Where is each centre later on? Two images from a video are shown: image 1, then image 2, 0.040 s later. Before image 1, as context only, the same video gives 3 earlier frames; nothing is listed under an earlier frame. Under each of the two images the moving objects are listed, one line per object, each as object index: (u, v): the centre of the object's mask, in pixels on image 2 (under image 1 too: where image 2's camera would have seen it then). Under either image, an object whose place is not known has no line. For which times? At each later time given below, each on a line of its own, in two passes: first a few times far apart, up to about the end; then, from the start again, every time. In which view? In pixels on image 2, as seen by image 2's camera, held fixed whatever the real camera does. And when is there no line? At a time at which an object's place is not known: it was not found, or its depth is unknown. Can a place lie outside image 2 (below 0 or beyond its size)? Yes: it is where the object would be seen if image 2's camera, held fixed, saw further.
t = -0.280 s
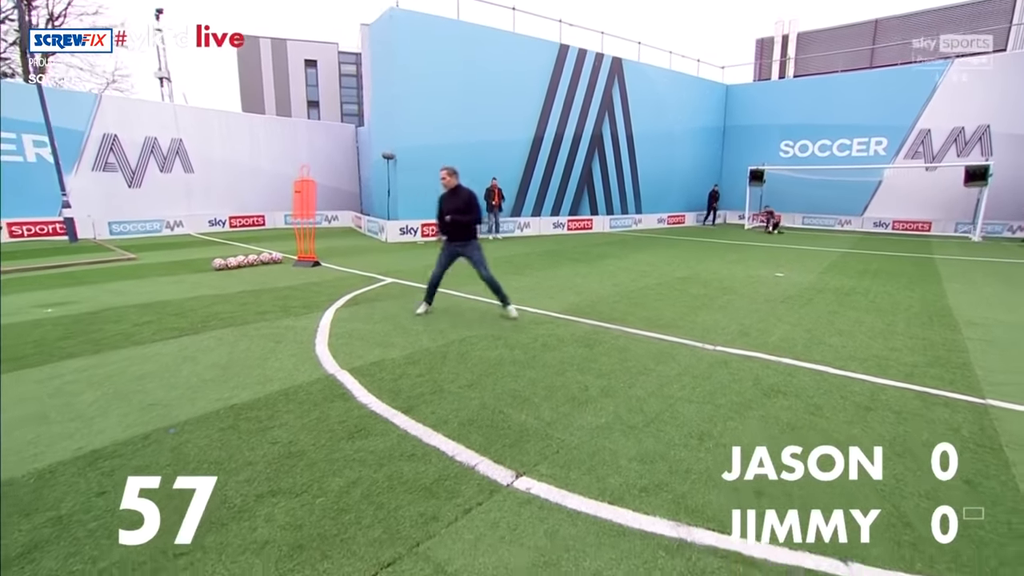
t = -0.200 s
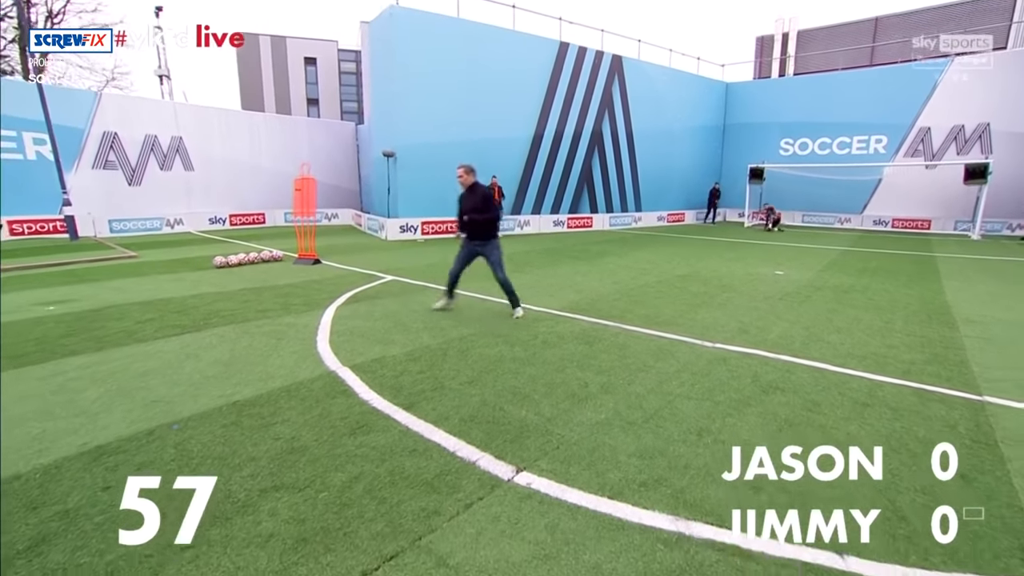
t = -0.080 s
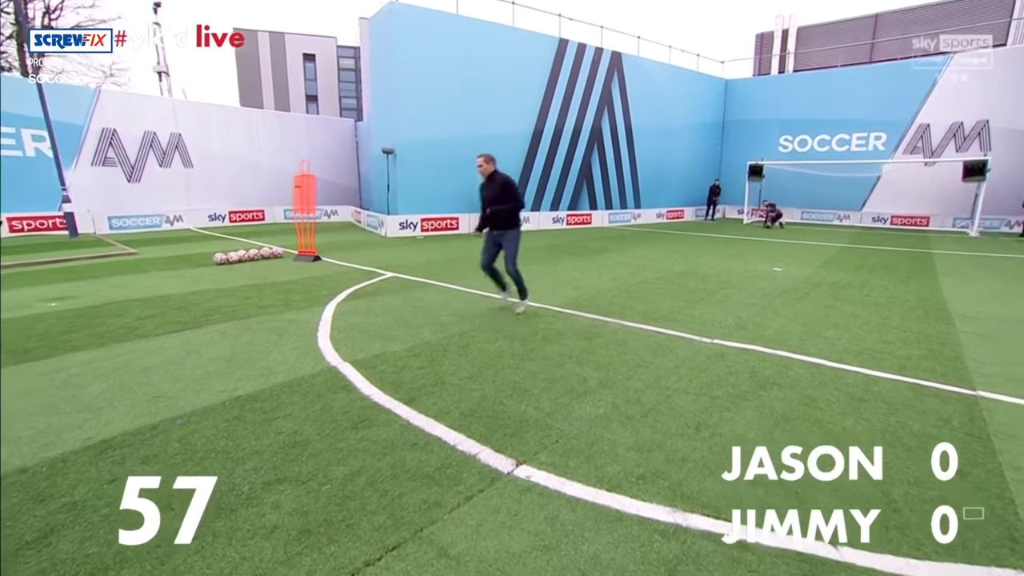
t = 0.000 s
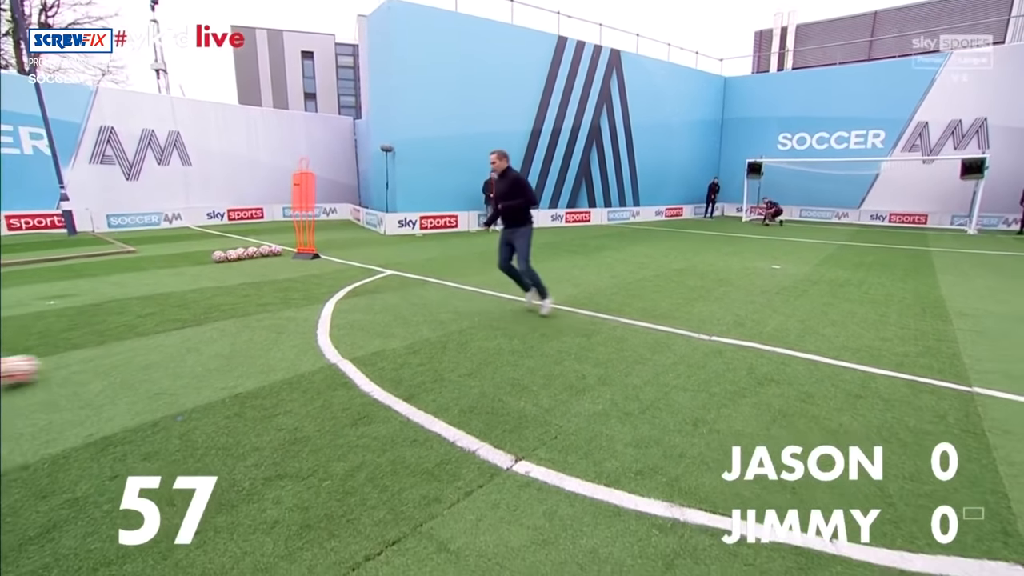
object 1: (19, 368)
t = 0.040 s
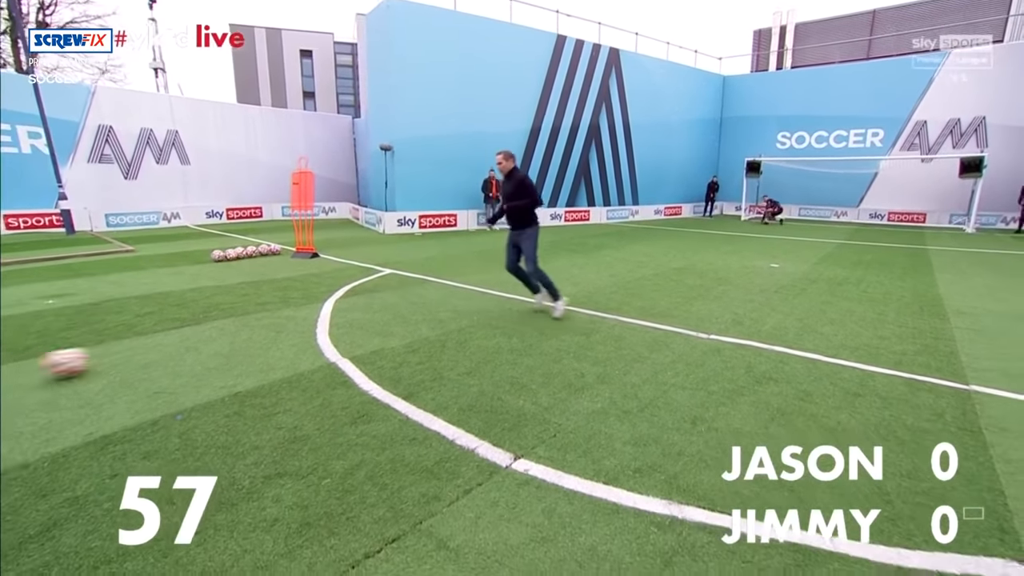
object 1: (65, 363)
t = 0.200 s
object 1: (223, 340)
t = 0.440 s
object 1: (383, 325)
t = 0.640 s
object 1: (474, 314)
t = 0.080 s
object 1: (111, 356)
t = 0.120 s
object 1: (151, 349)
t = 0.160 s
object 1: (191, 346)
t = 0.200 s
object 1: (223, 340)
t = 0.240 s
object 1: (254, 336)
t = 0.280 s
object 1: (282, 332)
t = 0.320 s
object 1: (309, 330)
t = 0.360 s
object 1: (338, 328)
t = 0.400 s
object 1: (361, 326)
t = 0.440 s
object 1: (383, 325)
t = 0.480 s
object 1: (403, 321)
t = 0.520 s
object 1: (421, 318)
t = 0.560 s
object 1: (440, 318)
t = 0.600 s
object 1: (457, 316)
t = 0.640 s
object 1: (474, 314)
